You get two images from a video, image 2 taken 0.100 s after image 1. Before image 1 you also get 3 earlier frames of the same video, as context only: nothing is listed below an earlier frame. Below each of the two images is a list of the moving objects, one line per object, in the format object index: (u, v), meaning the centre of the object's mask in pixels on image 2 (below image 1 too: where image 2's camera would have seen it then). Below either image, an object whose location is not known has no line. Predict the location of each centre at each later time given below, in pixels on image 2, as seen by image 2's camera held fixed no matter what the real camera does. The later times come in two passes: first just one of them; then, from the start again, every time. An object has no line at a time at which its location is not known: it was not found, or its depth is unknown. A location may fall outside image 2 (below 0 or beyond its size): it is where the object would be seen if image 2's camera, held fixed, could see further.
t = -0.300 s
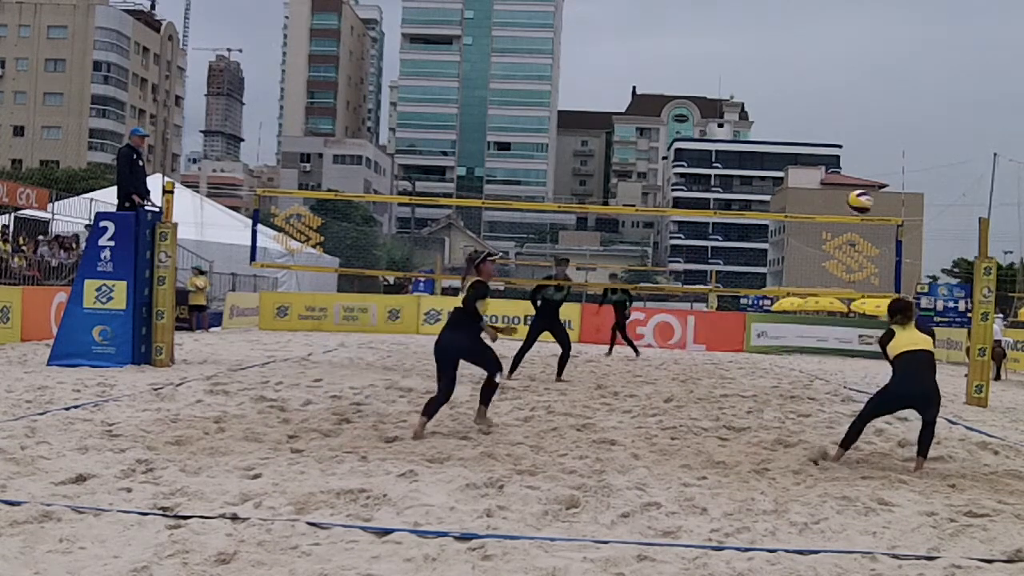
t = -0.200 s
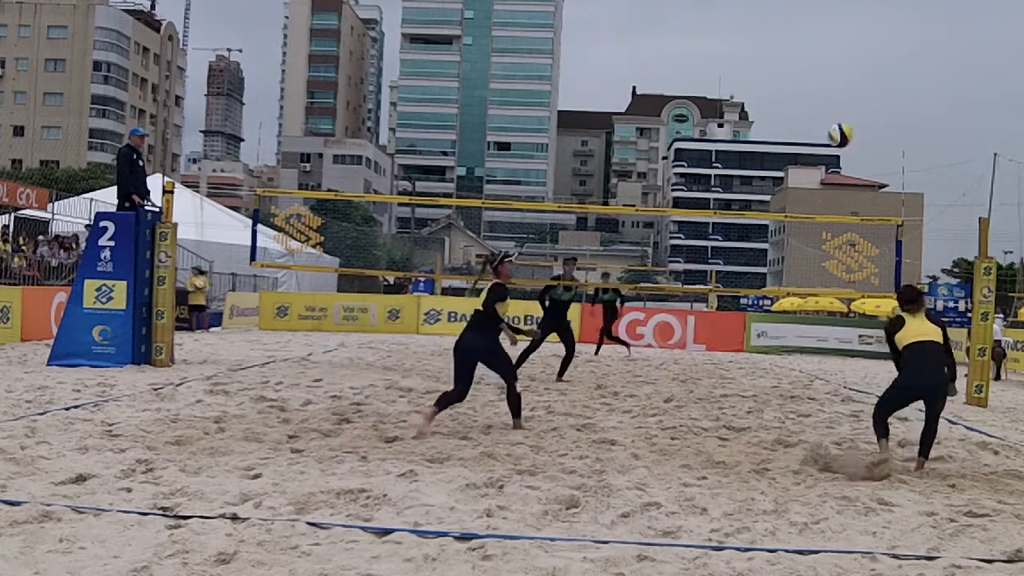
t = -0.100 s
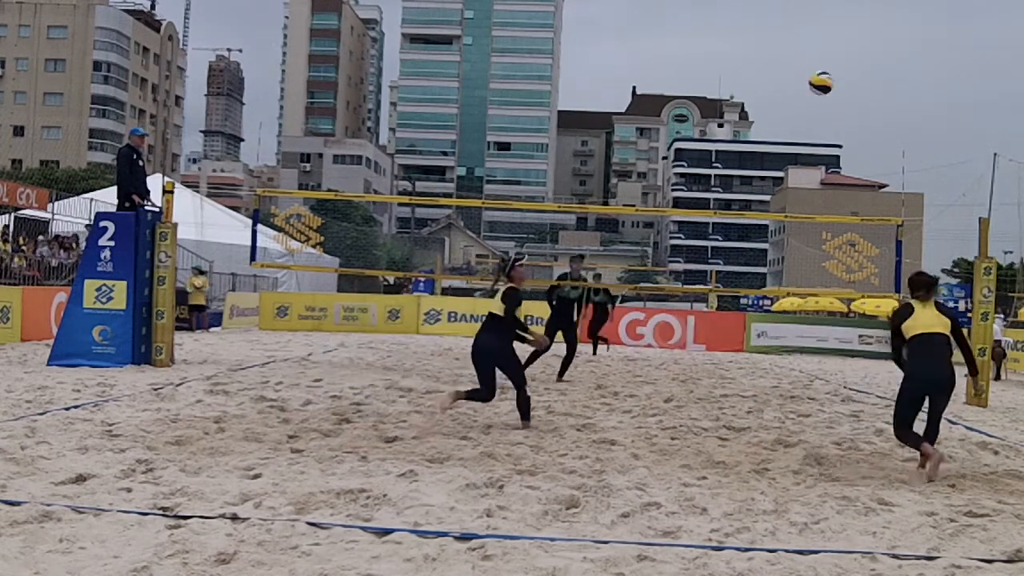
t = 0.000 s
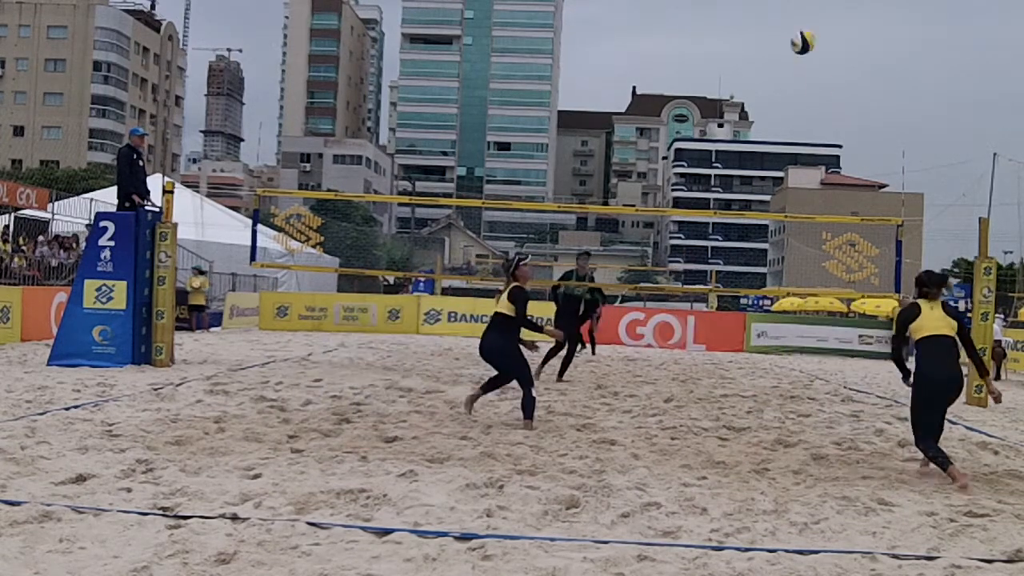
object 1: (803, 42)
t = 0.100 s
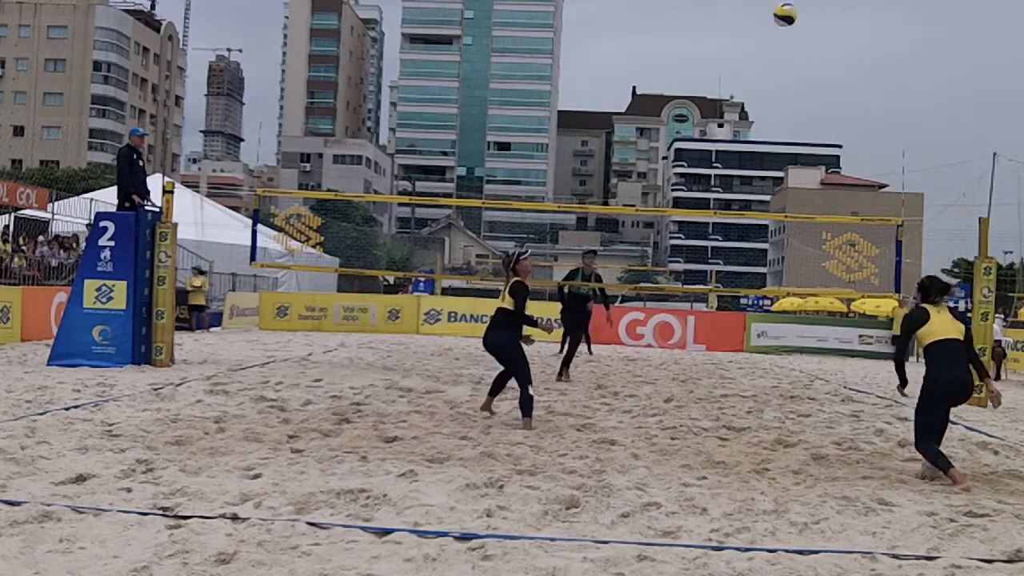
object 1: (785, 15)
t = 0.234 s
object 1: (762, 3)
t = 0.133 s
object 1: (779, 9)
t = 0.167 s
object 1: (773, 6)
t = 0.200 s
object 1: (768, 4)
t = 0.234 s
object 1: (762, 3)
